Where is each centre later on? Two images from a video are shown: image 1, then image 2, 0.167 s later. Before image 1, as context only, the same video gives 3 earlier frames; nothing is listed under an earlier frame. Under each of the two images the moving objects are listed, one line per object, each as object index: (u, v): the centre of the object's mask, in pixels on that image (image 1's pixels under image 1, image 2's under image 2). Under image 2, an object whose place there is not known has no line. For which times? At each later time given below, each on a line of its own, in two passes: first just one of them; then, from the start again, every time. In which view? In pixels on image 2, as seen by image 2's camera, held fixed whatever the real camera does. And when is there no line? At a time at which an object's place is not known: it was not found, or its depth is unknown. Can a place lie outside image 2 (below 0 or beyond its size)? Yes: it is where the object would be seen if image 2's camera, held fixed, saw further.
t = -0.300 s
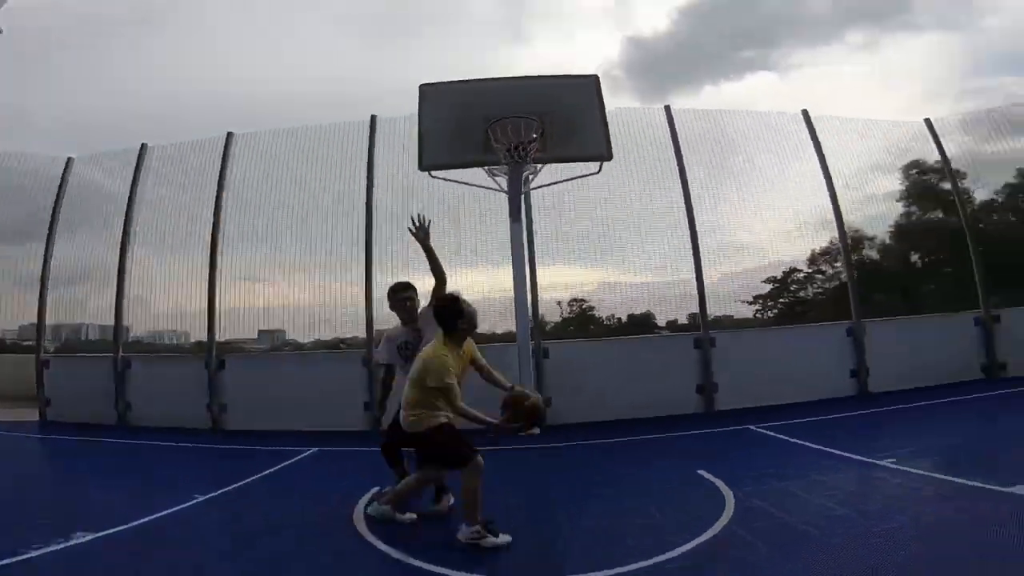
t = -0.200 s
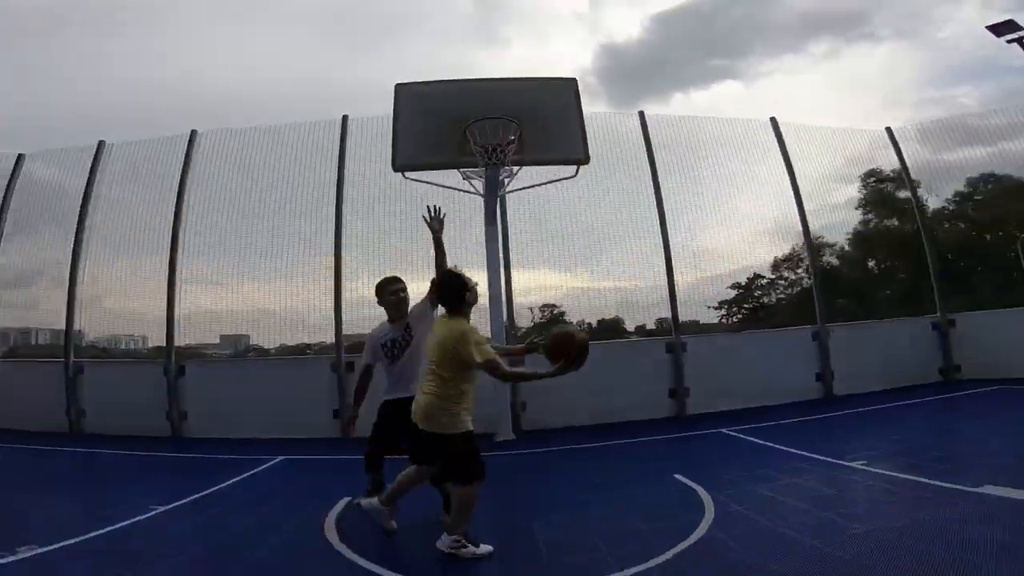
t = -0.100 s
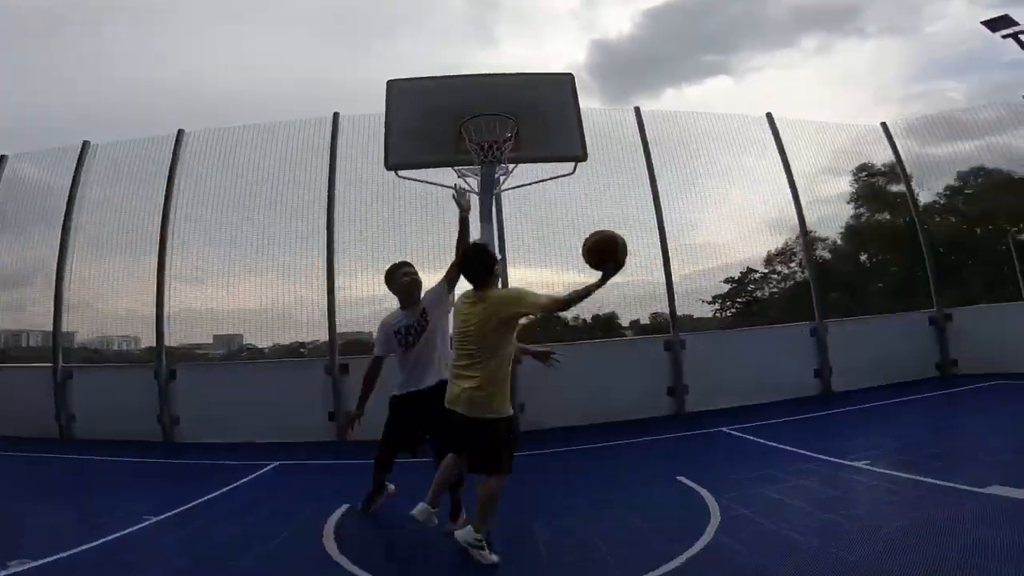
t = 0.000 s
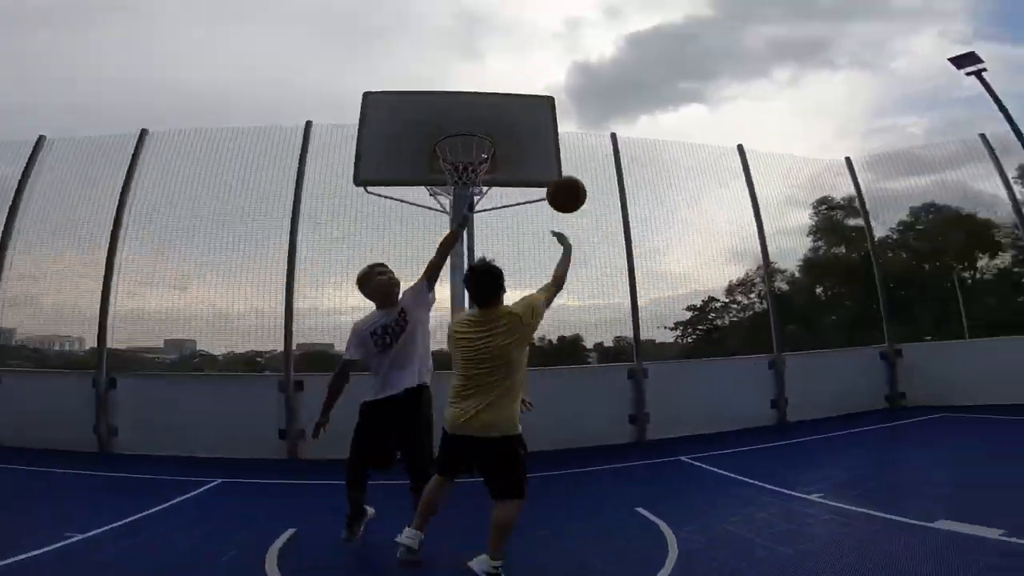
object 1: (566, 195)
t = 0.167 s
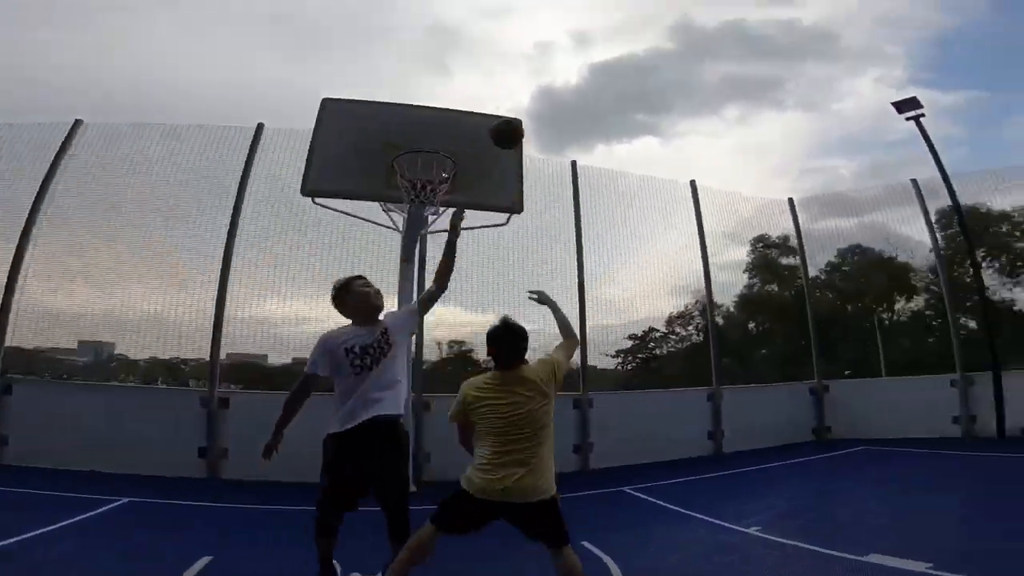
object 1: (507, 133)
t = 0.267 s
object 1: (502, 107)
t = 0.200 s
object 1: (505, 123)
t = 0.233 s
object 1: (503, 114)
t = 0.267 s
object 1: (502, 107)
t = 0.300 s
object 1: (503, 101)
